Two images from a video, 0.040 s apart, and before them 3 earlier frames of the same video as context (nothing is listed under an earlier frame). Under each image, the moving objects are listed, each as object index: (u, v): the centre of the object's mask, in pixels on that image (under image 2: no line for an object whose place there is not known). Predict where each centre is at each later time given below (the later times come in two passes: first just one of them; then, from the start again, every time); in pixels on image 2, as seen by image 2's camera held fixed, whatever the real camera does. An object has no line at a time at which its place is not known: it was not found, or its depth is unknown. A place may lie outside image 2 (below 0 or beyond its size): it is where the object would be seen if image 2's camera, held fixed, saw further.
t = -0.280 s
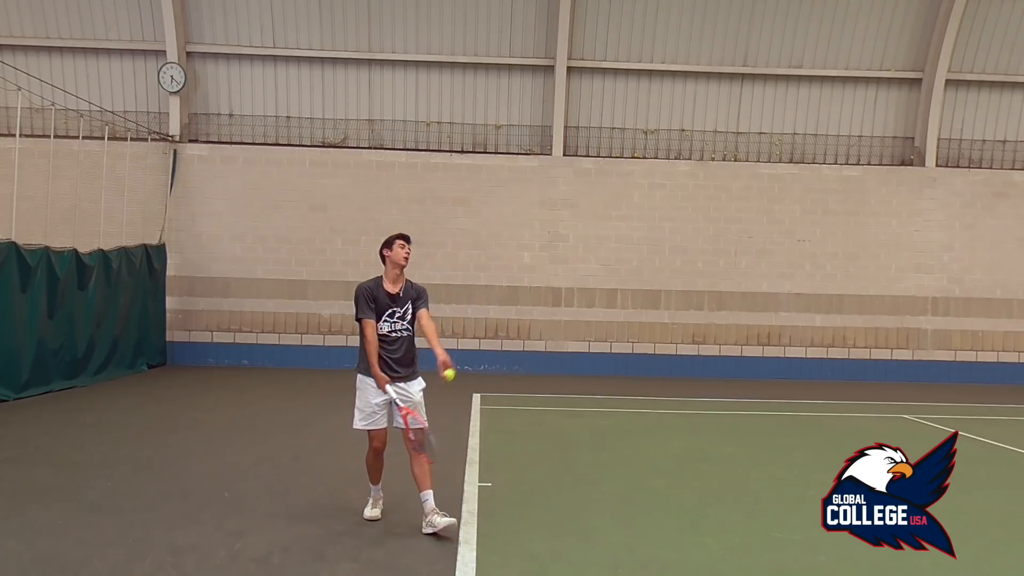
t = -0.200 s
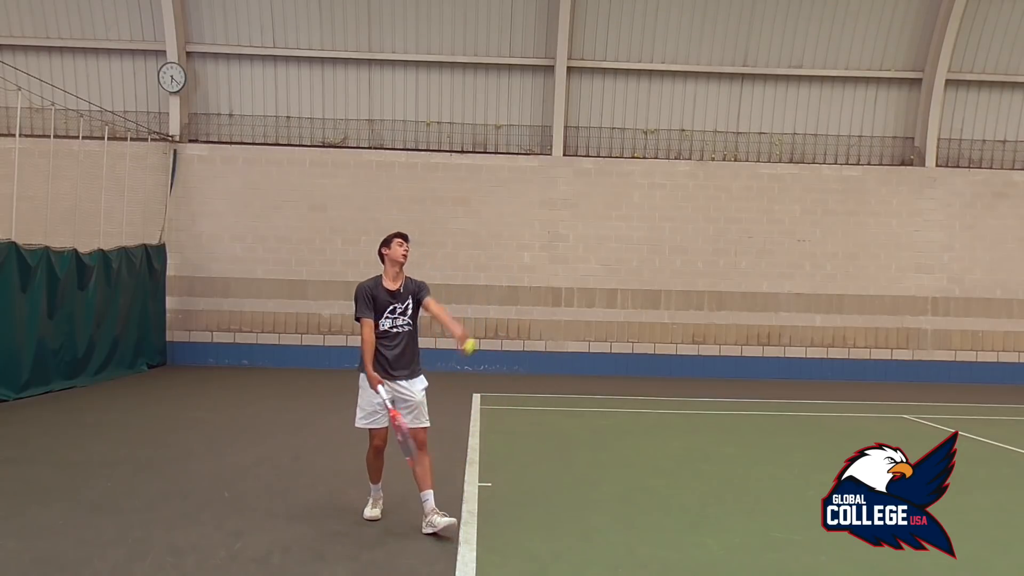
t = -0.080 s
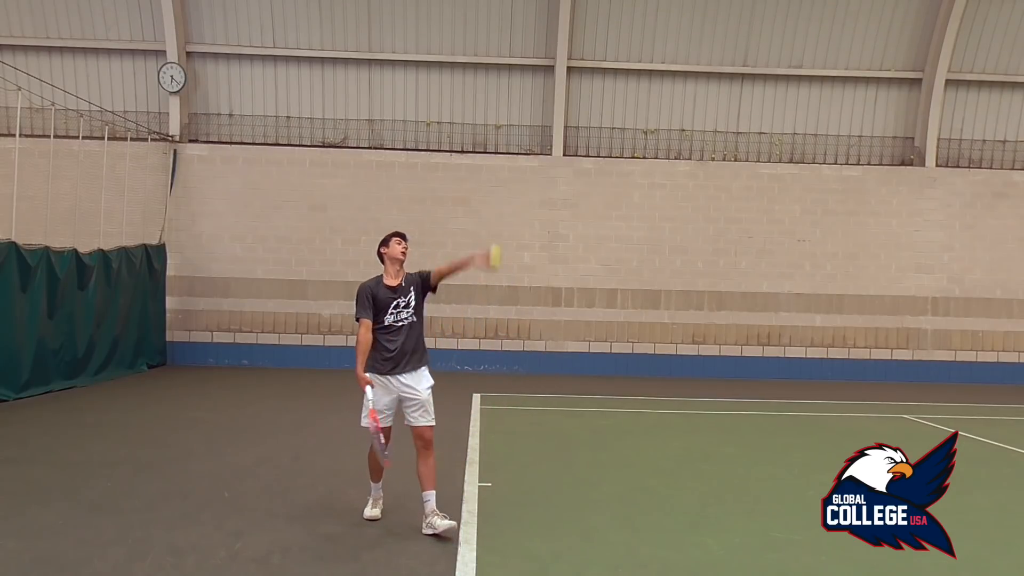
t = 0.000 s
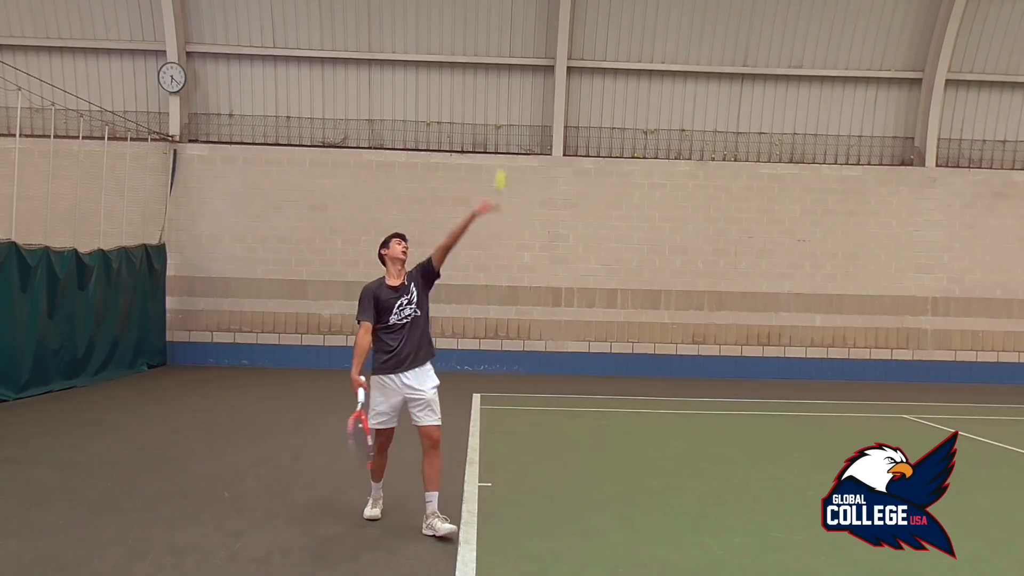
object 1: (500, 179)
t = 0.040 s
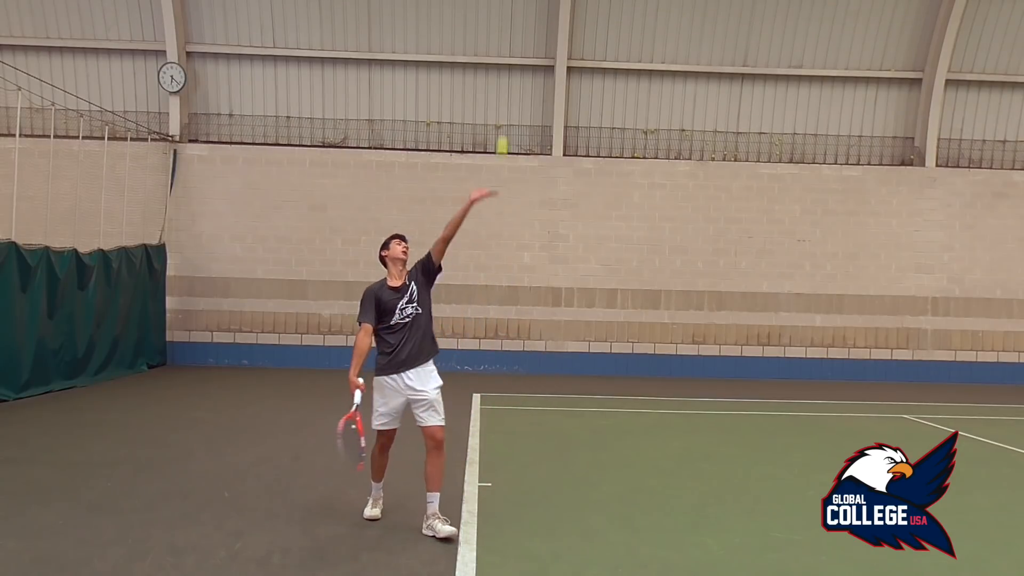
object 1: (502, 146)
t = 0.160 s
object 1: (509, 59)
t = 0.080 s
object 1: (504, 115)
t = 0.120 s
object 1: (507, 85)
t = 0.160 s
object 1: (509, 59)
